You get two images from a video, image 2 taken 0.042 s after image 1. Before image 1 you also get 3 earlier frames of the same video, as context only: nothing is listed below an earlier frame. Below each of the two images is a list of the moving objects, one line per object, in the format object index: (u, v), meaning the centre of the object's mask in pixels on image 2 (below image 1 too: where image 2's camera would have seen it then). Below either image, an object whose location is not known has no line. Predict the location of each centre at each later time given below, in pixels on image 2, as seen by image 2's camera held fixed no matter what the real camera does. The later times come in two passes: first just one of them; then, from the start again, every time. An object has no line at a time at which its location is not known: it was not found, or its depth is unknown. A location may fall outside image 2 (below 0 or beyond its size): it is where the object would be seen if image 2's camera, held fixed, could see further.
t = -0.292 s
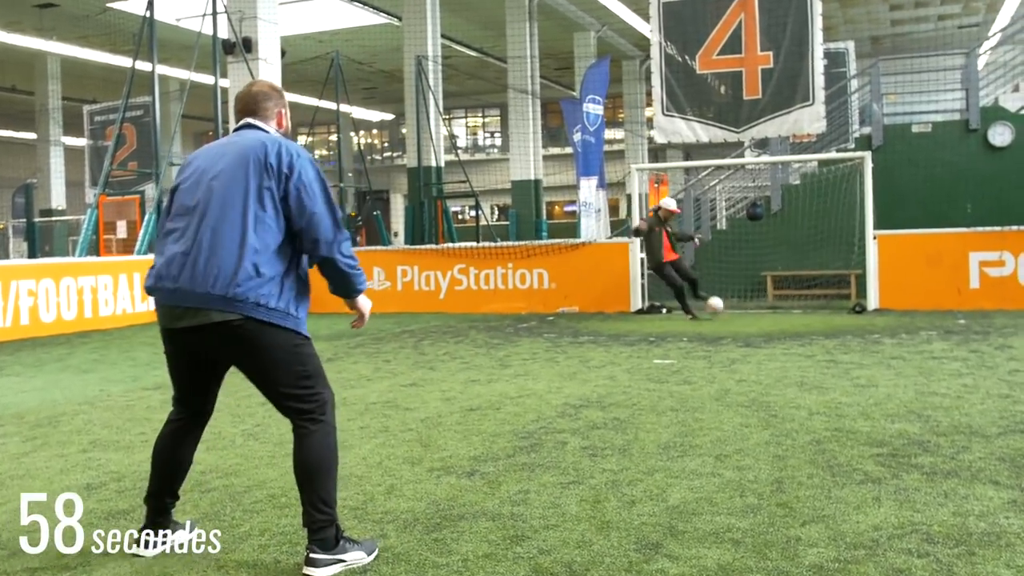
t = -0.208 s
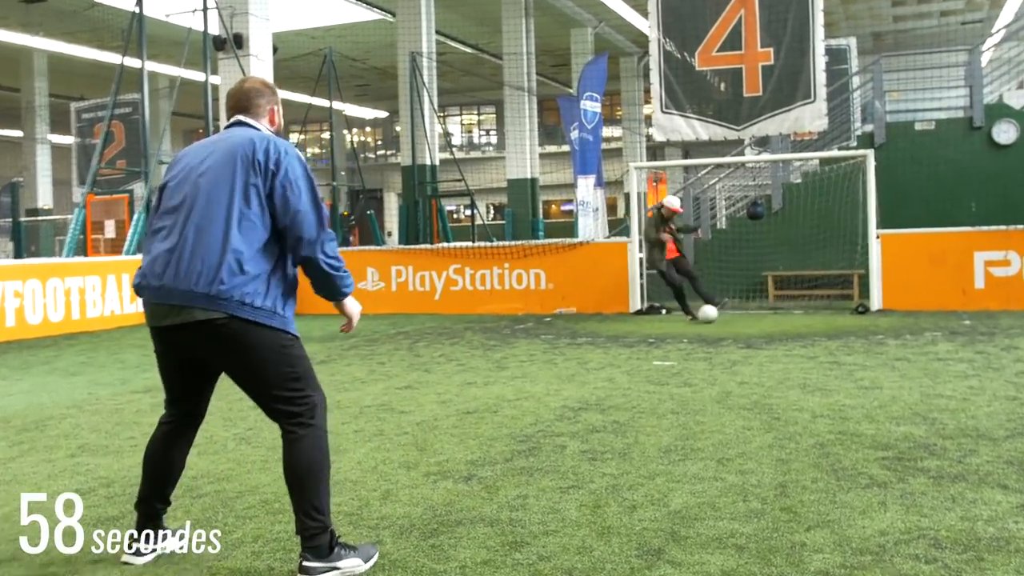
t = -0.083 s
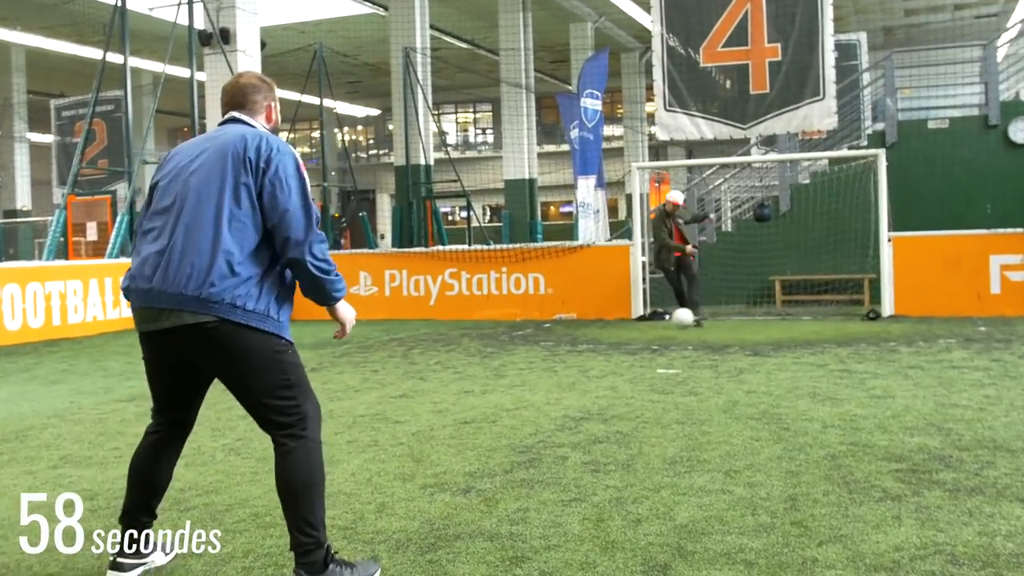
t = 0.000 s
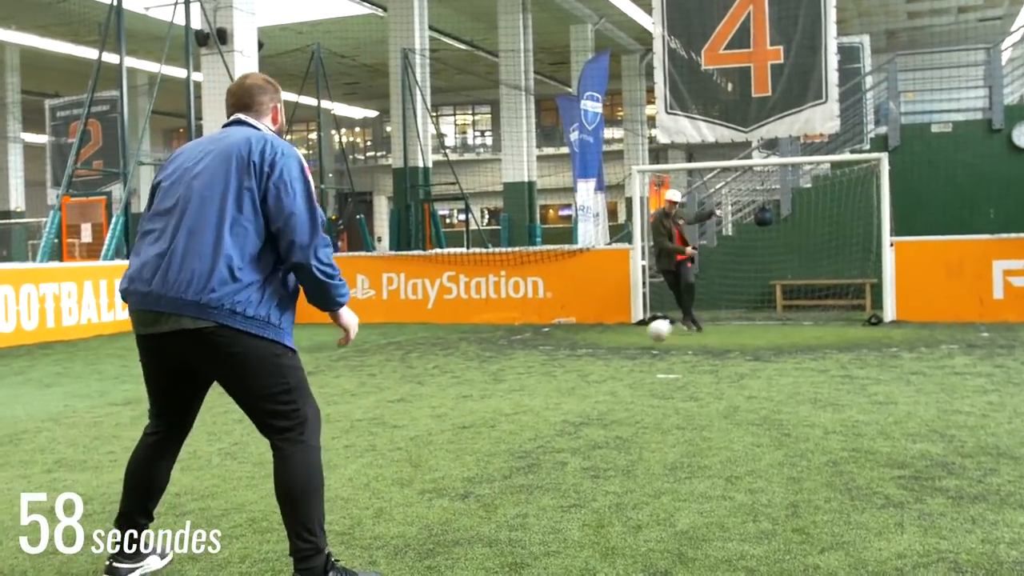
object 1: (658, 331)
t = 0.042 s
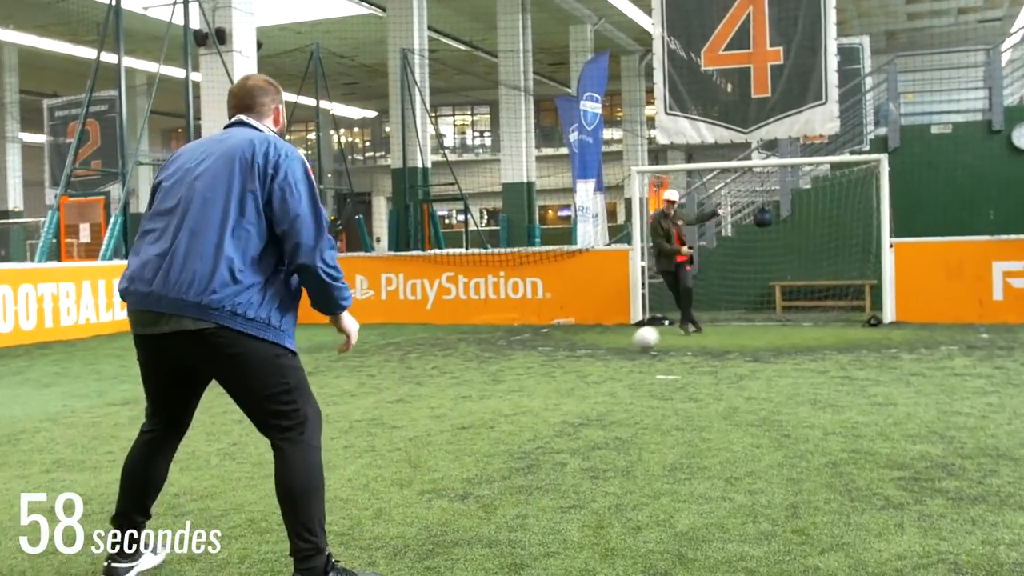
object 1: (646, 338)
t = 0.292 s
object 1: (570, 355)
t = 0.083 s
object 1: (633, 342)
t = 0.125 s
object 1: (622, 340)
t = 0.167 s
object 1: (610, 340)
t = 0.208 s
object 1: (597, 343)
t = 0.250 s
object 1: (584, 347)
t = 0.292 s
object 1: (570, 355)
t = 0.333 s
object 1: (555, 361)
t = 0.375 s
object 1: (540, 360)
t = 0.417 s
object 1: (524, 362)
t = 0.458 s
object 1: (507, 366)
